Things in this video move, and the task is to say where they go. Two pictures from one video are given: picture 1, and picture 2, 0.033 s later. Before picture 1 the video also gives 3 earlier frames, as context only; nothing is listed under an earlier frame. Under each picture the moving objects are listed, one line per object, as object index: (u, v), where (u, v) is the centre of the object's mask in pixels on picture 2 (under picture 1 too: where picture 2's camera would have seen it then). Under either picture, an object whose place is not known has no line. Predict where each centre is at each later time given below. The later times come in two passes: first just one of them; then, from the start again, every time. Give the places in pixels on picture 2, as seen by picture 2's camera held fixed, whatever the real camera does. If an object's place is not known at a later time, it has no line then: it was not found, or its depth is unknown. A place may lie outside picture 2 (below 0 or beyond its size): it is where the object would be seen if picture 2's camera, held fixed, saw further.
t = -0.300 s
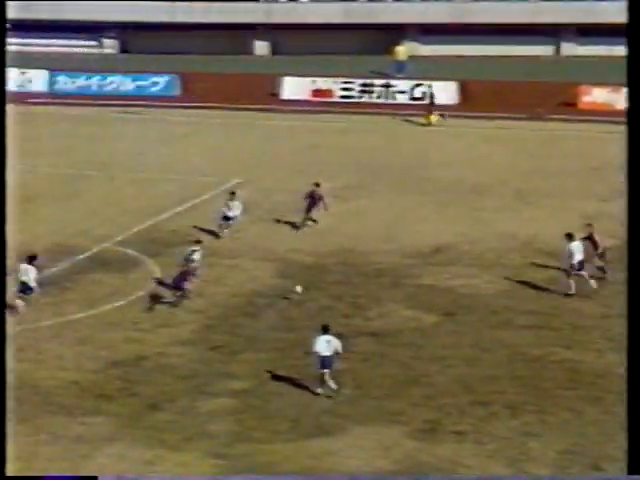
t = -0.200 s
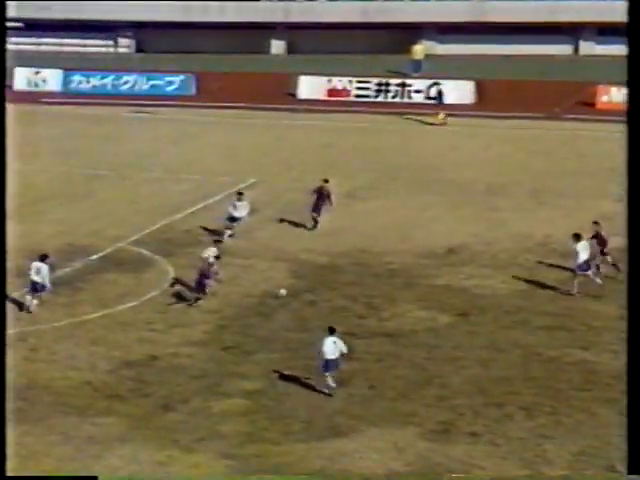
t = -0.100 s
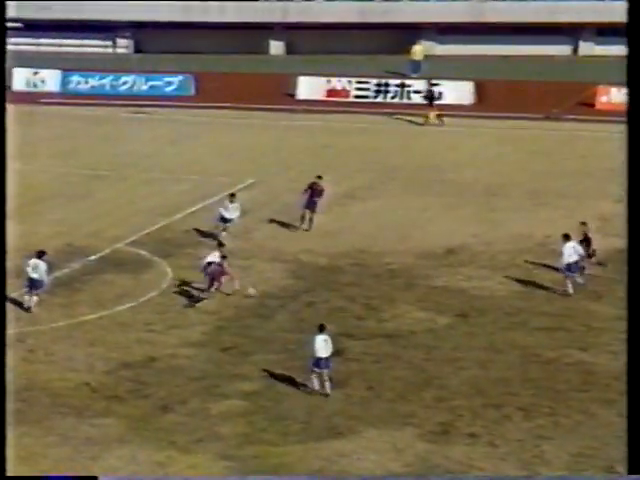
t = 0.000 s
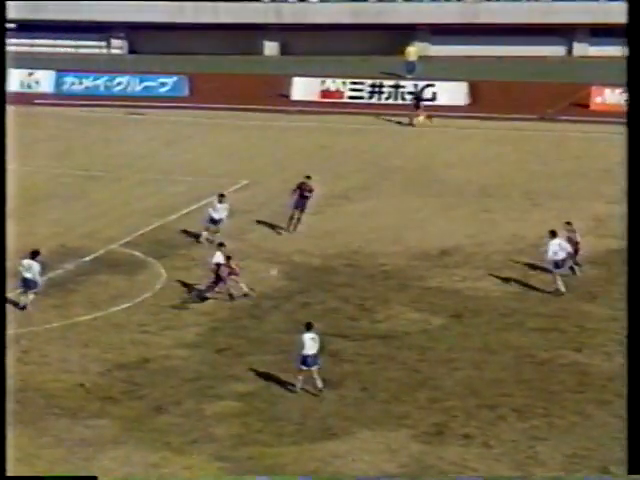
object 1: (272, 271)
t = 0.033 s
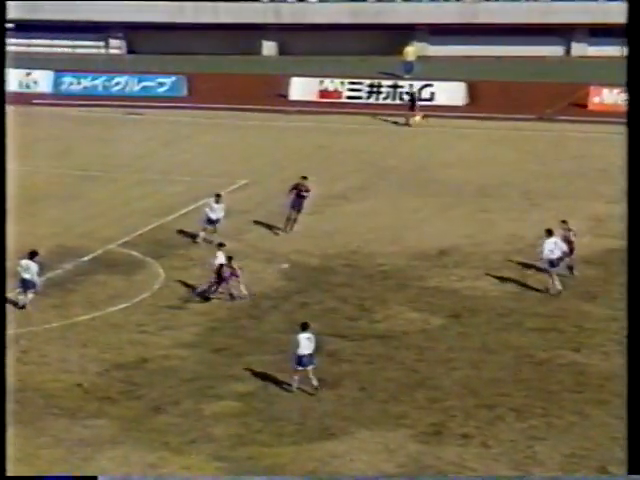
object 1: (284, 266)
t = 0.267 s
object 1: (372, 228)
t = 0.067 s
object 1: (297, 259)
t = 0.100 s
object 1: (310, 253)
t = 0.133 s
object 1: (322, 247)
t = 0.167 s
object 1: (335, 242)
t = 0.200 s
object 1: (347, 236)
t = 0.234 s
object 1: (359, 232)
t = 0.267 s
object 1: (372, 228)
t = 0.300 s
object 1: (384, 224)
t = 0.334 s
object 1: (395, 221)
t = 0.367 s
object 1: (407, 217)
